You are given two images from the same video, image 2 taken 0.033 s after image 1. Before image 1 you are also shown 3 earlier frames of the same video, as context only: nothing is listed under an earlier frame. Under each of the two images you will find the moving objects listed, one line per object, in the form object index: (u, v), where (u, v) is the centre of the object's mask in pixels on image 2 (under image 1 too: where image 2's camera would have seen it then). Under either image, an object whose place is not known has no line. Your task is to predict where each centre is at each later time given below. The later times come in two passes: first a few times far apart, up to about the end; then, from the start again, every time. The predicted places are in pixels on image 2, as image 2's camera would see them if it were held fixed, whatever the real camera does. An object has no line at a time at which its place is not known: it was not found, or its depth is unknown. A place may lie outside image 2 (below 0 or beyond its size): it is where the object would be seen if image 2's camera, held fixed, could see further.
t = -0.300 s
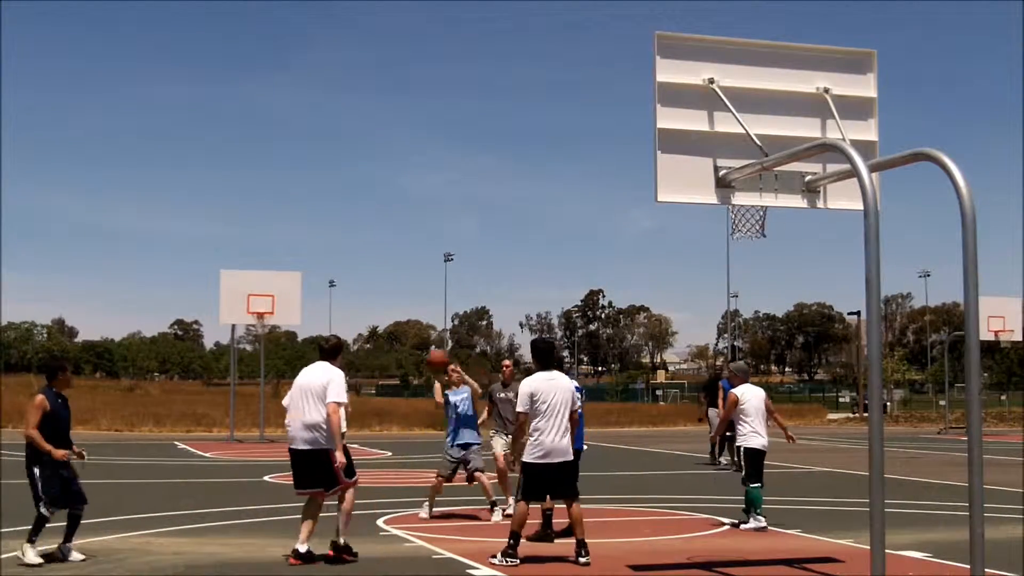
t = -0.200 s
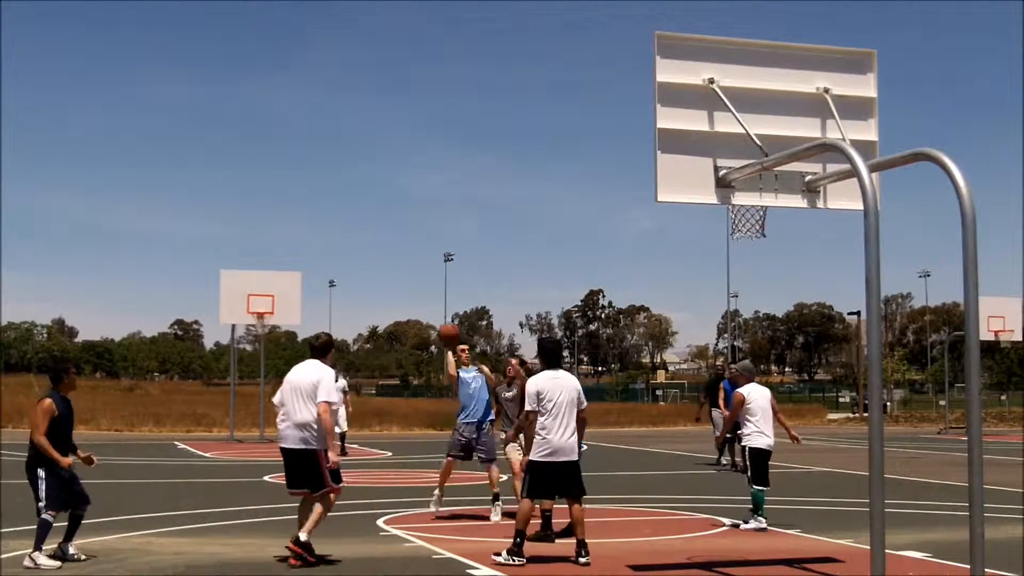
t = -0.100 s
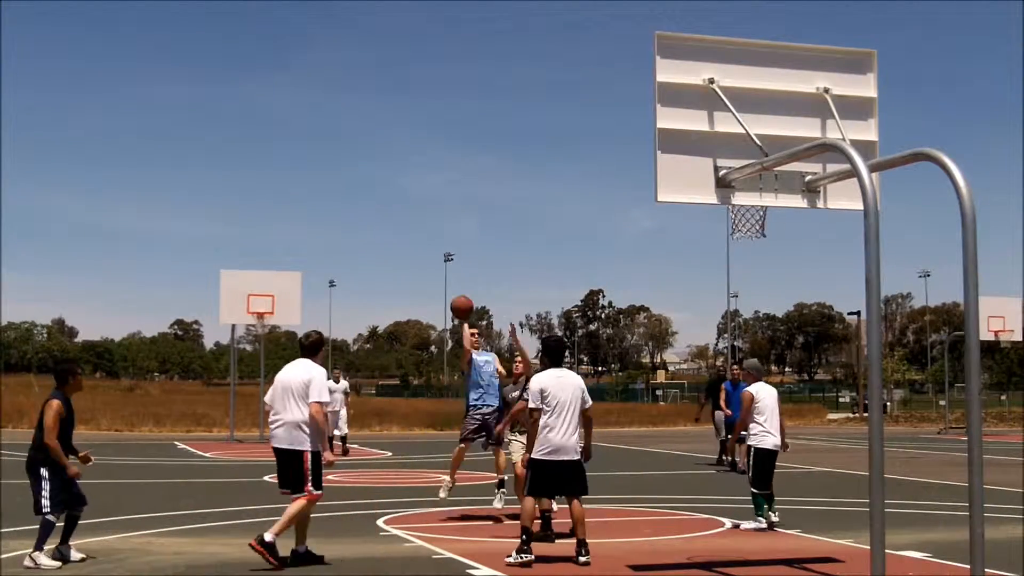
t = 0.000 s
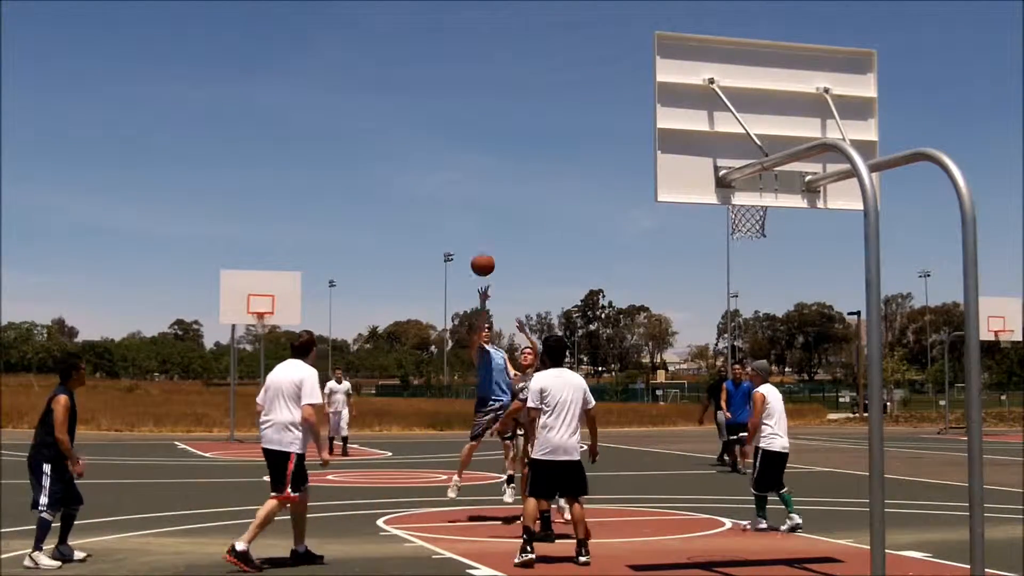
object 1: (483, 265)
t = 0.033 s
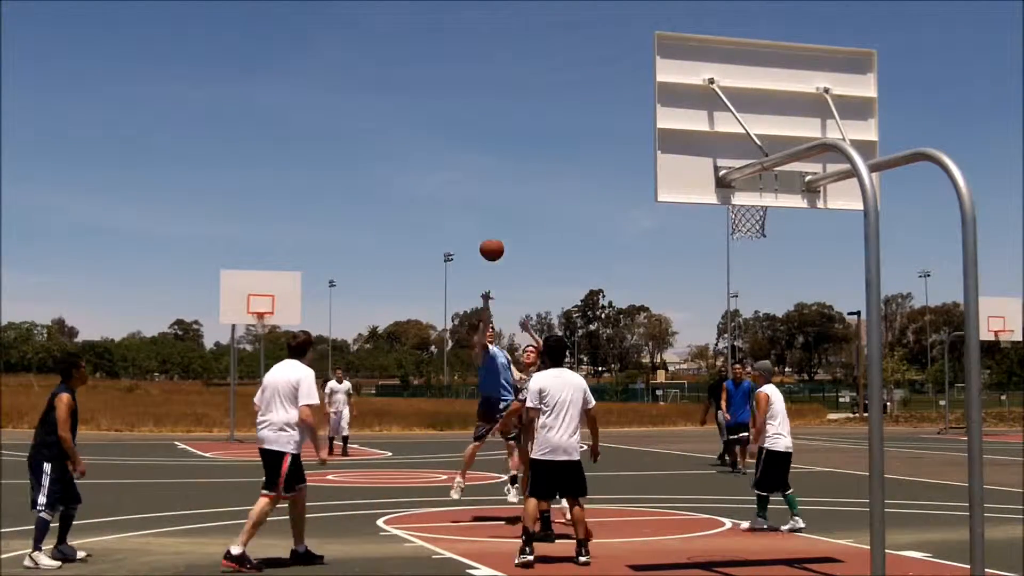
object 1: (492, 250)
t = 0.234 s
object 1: (549, 175)
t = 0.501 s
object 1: (639, 130)
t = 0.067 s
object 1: (501, 235)
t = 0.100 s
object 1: (510, 221)
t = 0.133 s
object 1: (520, 209)
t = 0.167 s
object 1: (530, 198)
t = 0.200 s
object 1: (540, 185)
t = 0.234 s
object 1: (549, 175)
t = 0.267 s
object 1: (560, 166)
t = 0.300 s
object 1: (571, 158)
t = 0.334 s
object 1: (582, 150)
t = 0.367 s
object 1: (592, 145)
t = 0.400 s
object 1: (604, 139)
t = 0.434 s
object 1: (615, 135)
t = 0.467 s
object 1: (627, 131)
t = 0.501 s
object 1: (639, 130)
